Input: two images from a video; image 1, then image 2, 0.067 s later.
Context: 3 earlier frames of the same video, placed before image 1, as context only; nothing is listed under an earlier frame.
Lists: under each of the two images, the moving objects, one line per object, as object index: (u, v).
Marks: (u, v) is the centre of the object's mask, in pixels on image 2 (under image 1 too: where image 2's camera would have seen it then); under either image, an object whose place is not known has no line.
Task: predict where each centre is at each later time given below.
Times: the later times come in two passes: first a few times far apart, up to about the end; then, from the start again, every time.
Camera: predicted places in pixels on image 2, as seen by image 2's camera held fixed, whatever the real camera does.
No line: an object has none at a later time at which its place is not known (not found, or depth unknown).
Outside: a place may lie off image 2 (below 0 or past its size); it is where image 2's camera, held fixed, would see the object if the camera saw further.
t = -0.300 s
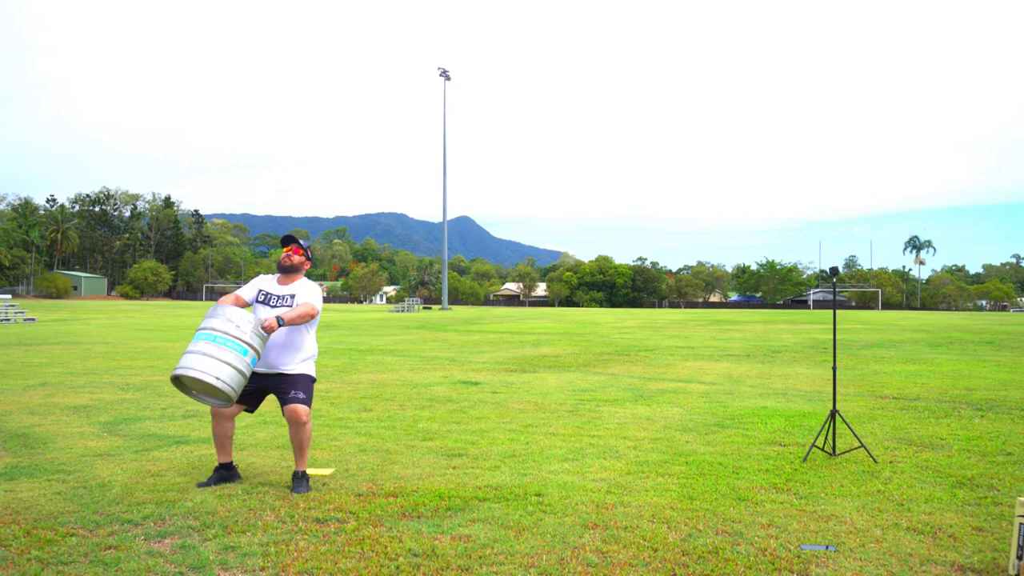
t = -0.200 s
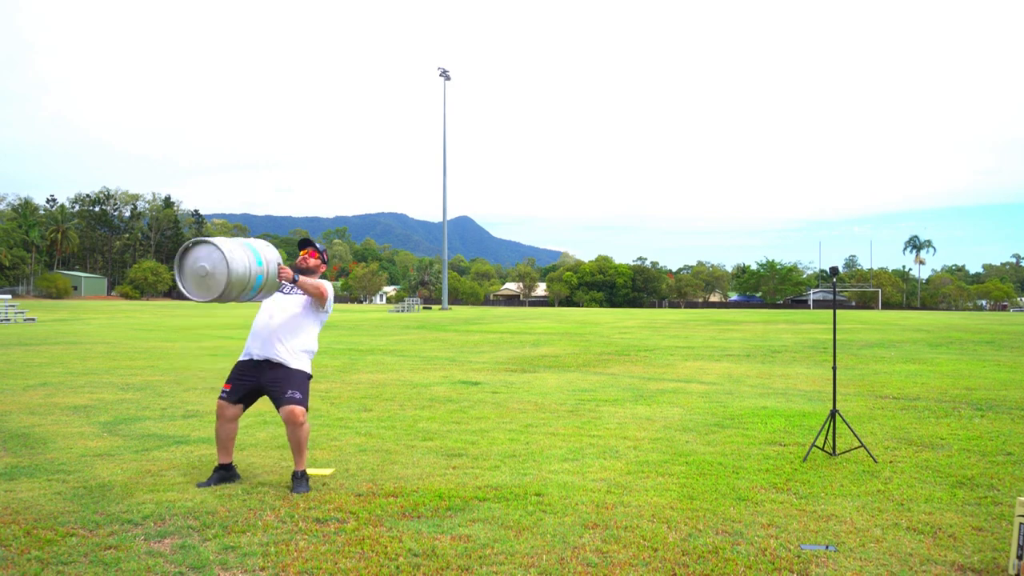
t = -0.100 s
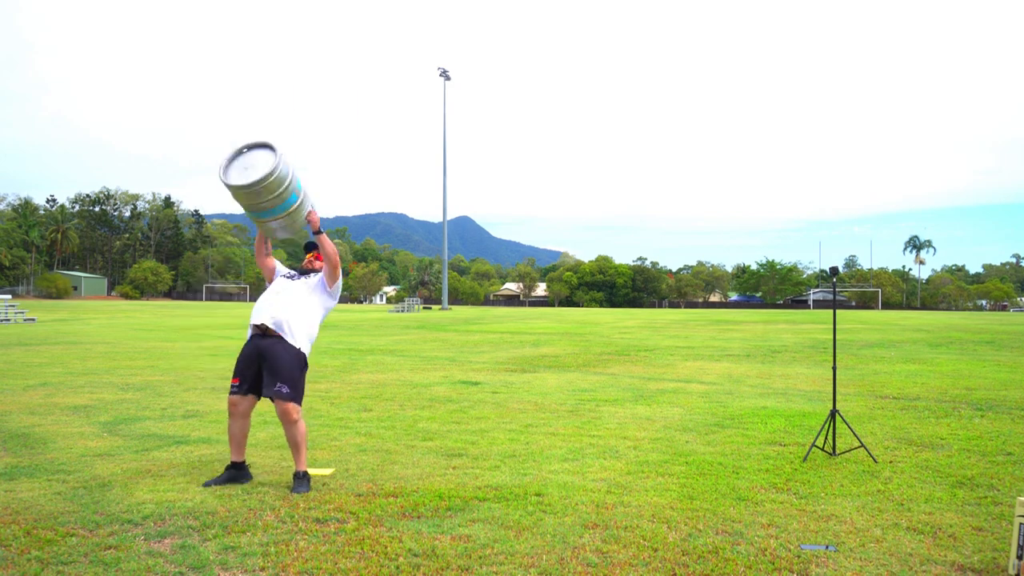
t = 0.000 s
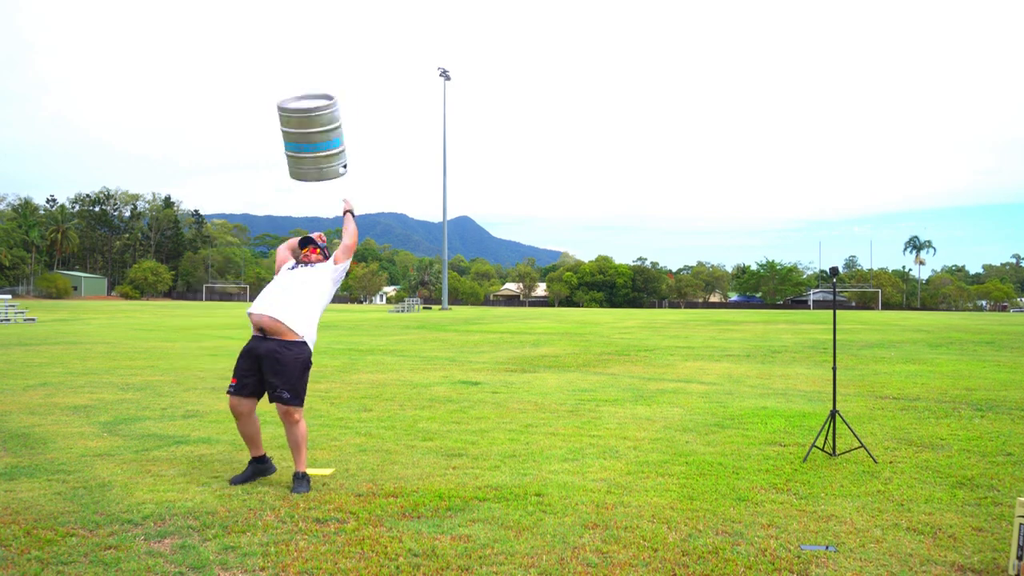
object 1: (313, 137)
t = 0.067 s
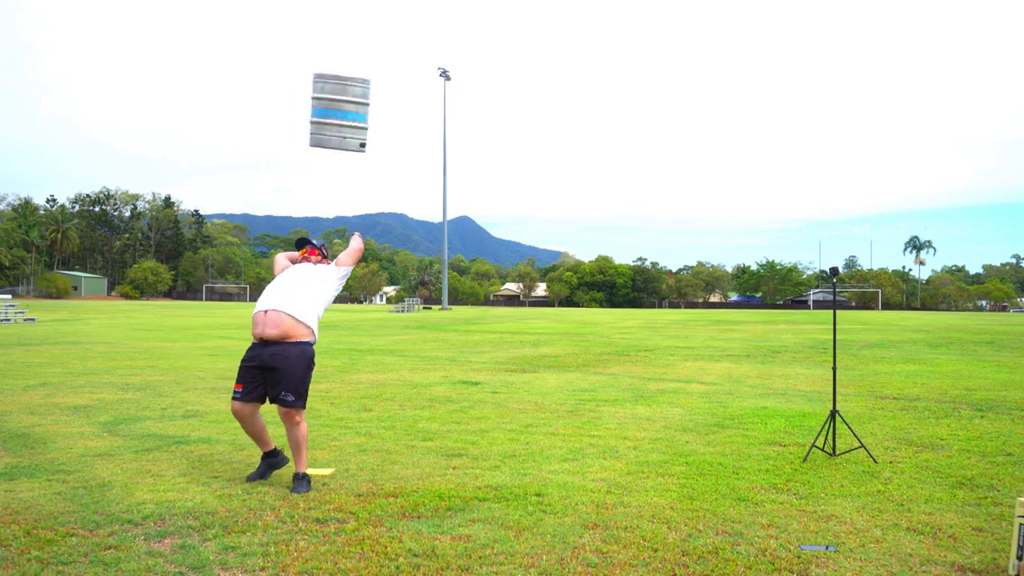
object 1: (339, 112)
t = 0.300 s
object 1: (414, 87)
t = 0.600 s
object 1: (486, 140)
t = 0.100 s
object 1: (352, 103)
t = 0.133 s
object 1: (364, 96)
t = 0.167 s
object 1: (375, 91)
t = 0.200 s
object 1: (386, 87)
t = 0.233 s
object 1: (396, 84)
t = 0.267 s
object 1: (404, 87)
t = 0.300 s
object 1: (414, 87)
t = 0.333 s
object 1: (423, 88)
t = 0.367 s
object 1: (432, 90)
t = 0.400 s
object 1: (440, 93)
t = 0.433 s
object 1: (449, 98)
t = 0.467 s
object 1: (457, 104)
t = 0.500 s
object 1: (464, 112)
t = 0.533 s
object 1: (472, 120)
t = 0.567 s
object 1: (479, 130)
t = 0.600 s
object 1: (486, 140)
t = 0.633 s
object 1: (492, 151)
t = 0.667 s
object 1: (498, 163)
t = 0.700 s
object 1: (504, 176)
